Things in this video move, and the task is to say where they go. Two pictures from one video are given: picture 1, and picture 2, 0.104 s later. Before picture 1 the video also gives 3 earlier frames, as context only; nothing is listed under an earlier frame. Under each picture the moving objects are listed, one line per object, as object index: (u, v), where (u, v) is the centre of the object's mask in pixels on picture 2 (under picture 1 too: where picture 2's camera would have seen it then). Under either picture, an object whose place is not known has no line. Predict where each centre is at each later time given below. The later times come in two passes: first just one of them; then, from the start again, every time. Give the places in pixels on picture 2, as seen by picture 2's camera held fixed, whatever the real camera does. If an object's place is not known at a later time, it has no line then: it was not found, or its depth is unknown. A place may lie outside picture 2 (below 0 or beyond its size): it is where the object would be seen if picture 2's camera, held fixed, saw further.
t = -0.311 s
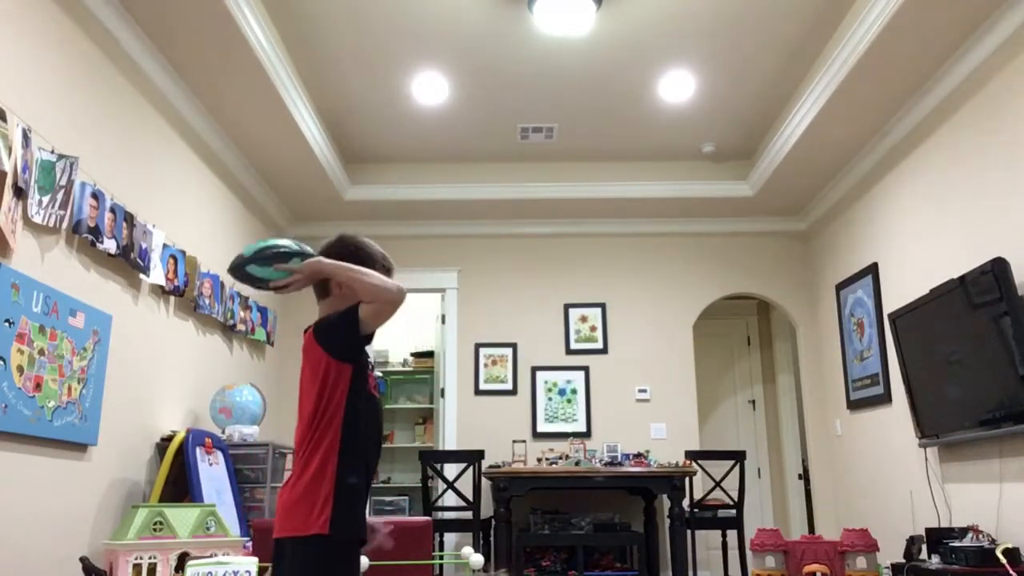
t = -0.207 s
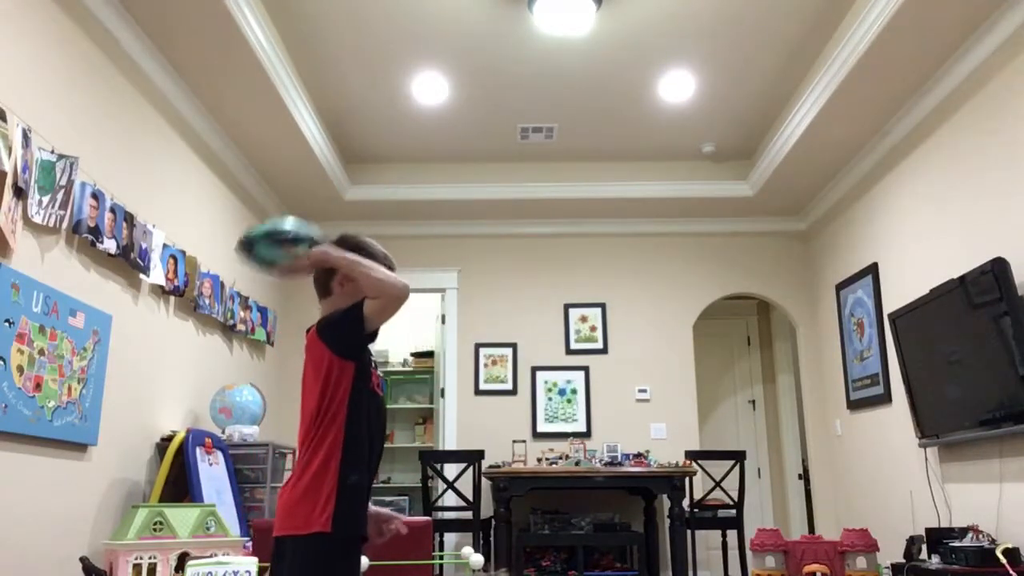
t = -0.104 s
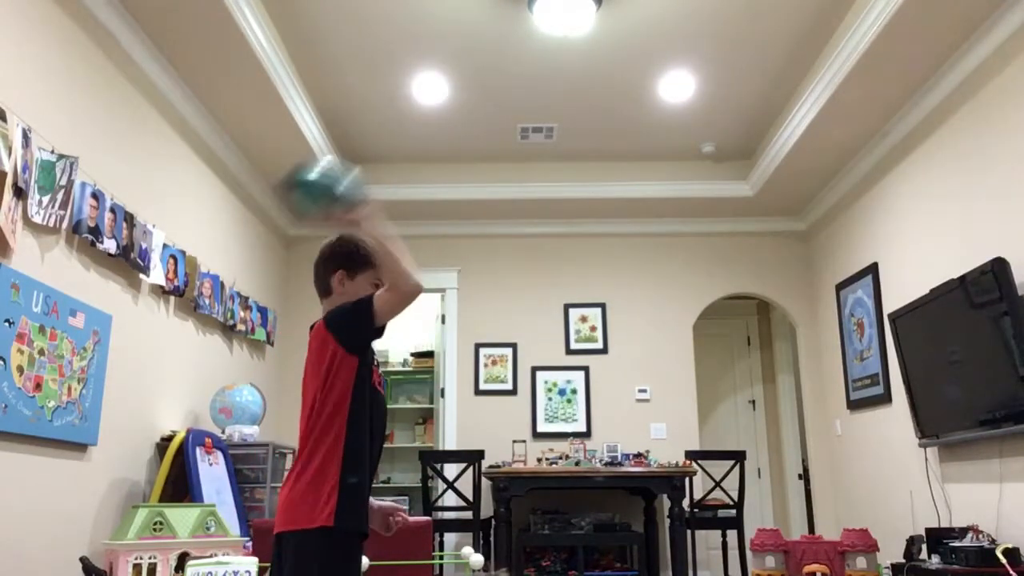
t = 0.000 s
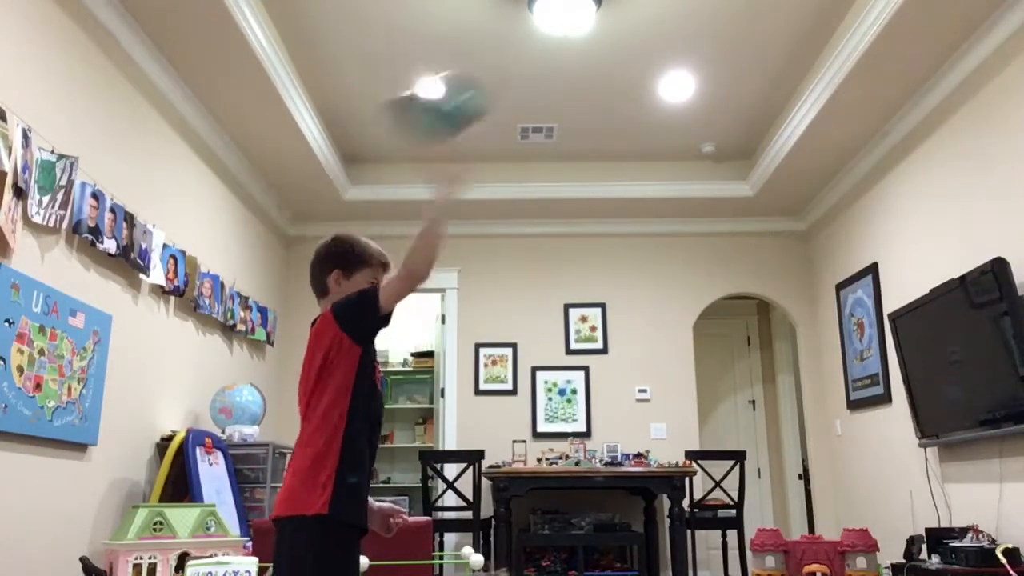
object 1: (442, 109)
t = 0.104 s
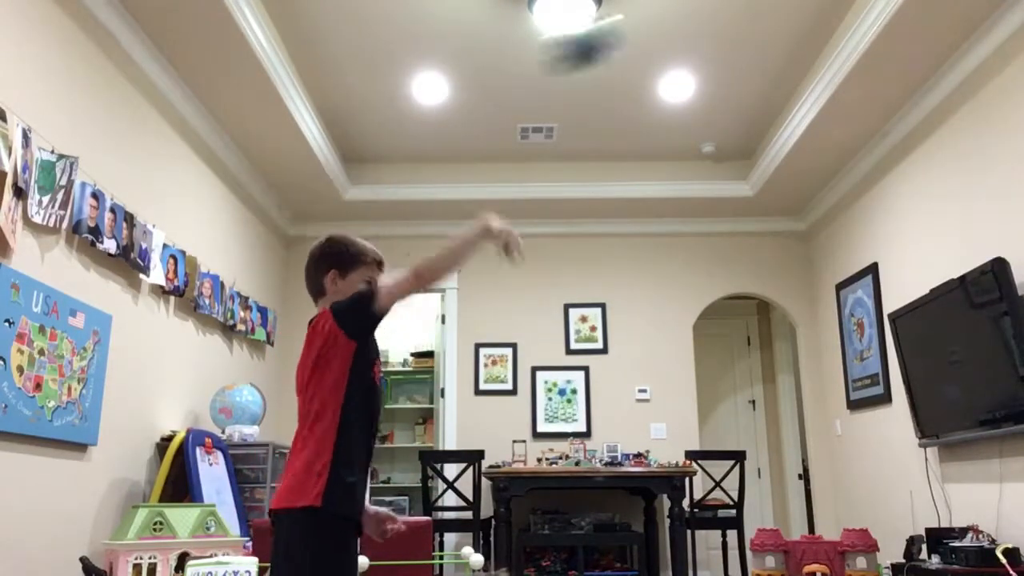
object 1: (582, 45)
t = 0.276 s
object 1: (812, 21)
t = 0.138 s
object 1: (632, 30)
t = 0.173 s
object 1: (679, 23)
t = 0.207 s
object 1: (725, 22)
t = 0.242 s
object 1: (773, 21)
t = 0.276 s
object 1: (812, 21)
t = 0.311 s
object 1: (861, 27)
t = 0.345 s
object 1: (913, 41)
